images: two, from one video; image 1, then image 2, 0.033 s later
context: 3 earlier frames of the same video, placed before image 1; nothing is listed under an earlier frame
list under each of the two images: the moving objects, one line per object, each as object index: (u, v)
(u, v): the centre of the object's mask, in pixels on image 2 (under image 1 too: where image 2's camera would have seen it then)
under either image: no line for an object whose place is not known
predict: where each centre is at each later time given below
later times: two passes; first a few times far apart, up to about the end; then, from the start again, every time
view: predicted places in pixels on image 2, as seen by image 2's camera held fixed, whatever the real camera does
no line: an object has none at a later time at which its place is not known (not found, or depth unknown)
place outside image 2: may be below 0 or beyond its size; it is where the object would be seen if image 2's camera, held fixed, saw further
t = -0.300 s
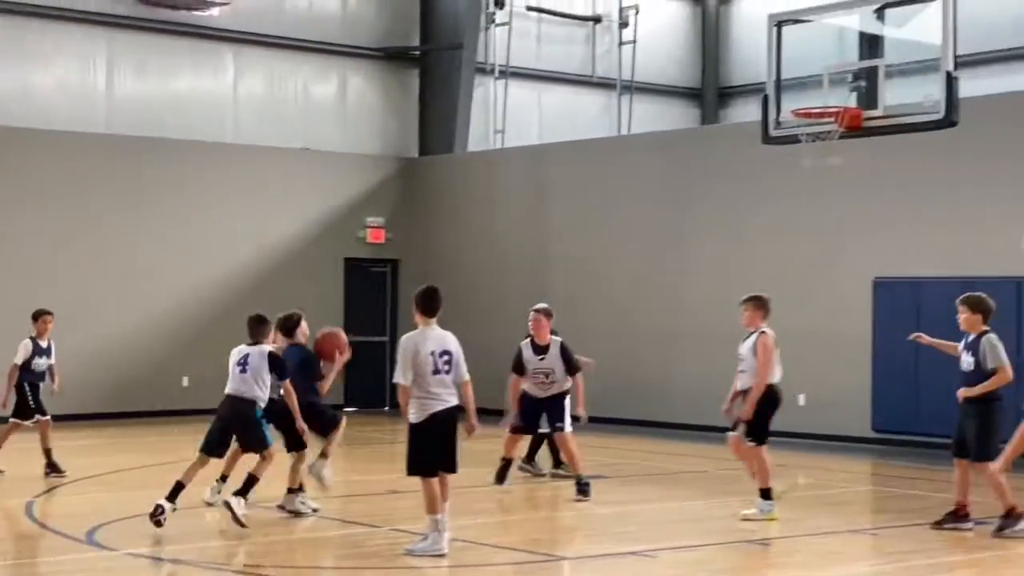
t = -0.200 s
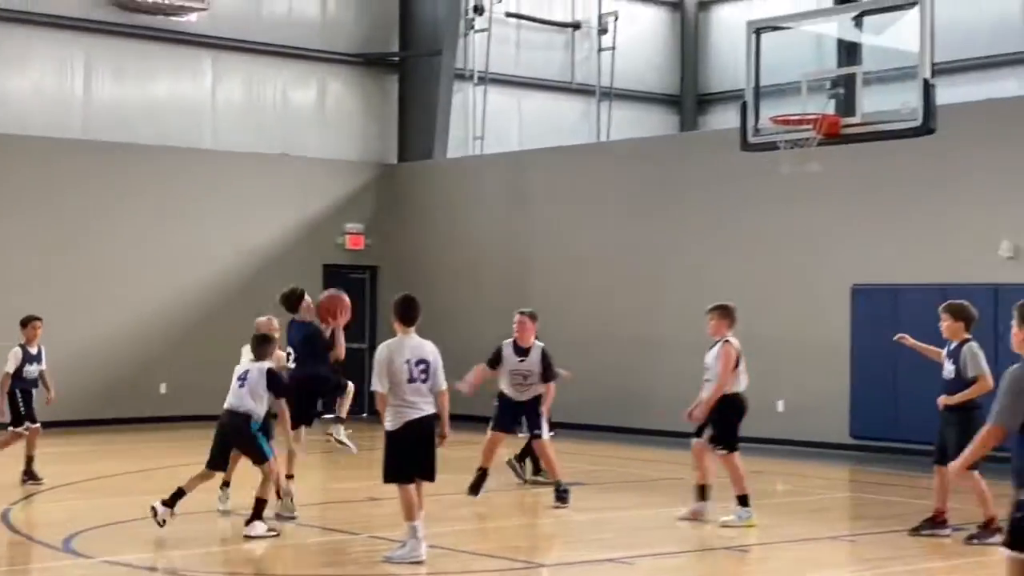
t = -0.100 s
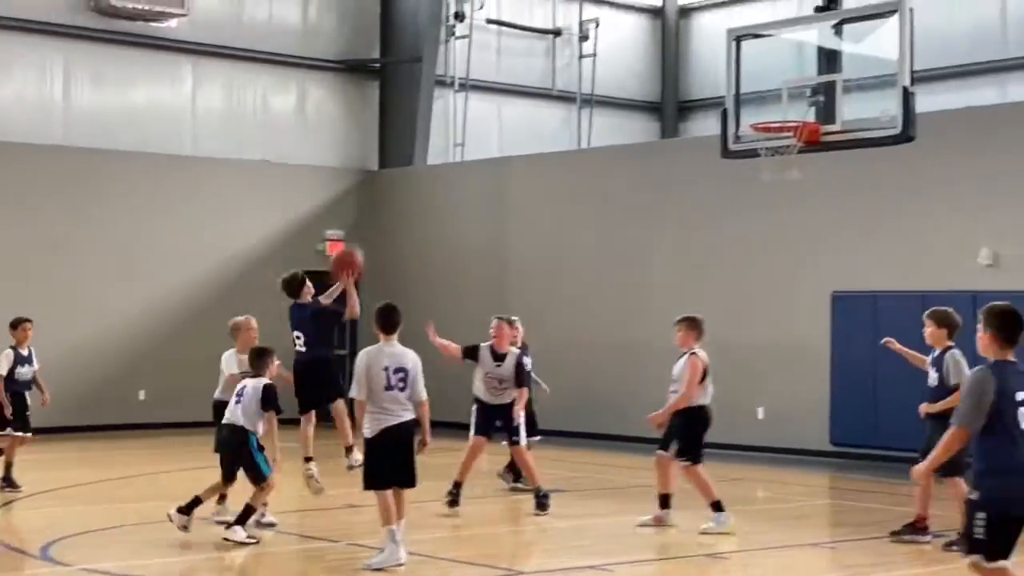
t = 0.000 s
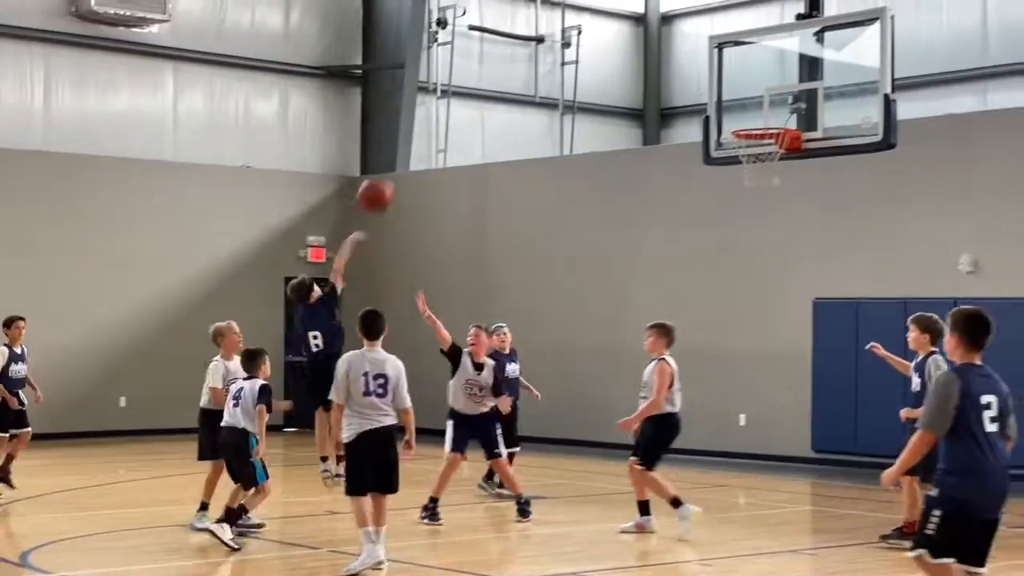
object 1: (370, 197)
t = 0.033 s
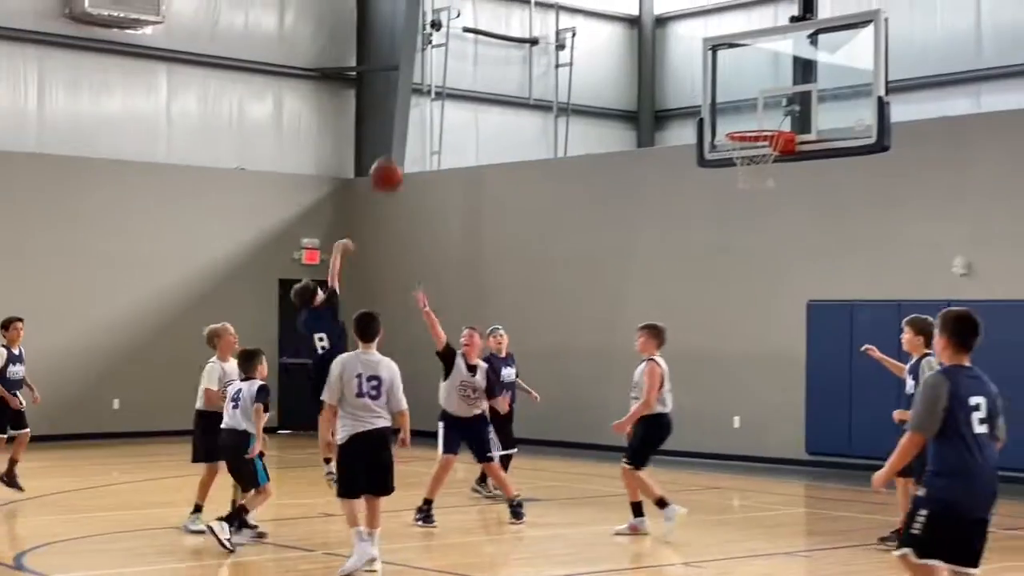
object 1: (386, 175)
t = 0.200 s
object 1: (469, 90)
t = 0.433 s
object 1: (573, 38)
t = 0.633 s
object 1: (655, 53)
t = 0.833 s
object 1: (729, 112)
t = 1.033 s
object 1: (789, 105)
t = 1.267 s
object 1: (833, 92)
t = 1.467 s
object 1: (864, 126)
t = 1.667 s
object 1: (868, 193)
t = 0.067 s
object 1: (403, 155)
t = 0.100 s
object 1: (420, 136)
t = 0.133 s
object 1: (436, 119)
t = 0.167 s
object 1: (453, 103)
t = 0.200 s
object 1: (469, 90)
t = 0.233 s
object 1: (484, 78)
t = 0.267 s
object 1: (499, 67)
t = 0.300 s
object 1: (514, 58)
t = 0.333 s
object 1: (530, 51)
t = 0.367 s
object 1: (544, 46)
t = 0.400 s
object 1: (559, 41)
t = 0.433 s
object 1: (573, 38)
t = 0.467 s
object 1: (587, 37)
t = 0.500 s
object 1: (601, 37)
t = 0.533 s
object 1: (614, 39)
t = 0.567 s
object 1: (628, 42)
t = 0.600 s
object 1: (642, 47)
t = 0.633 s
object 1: (655, 53)
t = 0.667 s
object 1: (668, 59)
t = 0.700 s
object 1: (680, 67)
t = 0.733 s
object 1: (692, 77)
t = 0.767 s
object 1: (705, 88)
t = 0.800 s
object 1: (718, 100)
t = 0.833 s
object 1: (729, 112)
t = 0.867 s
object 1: (741, 122)
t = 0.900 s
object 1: (753, 121)
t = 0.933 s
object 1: (765, 120)
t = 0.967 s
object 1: (775, 119)
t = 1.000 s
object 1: (782, 112)
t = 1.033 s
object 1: (789, 105)
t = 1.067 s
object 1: (794, 99)
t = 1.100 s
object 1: (801, 95)
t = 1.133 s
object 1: (808, 92)
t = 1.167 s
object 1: (814, 90)
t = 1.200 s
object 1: (821, 89)
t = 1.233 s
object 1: (827, 90)
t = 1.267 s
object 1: (833, 92)
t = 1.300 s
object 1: (840, 95)
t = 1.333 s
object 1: (846, 100)
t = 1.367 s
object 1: (853, 106)
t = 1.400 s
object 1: (859, 114)
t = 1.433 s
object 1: (863, 120)
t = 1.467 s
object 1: (864, 126)
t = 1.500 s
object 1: (865, 133)
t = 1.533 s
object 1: (866, 142)
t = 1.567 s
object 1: (866, 153)
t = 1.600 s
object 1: (866, 164)
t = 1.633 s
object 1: (867, 178)
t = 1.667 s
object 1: (868, 193)
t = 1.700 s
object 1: (868, 209)
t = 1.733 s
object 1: (868, 227)
